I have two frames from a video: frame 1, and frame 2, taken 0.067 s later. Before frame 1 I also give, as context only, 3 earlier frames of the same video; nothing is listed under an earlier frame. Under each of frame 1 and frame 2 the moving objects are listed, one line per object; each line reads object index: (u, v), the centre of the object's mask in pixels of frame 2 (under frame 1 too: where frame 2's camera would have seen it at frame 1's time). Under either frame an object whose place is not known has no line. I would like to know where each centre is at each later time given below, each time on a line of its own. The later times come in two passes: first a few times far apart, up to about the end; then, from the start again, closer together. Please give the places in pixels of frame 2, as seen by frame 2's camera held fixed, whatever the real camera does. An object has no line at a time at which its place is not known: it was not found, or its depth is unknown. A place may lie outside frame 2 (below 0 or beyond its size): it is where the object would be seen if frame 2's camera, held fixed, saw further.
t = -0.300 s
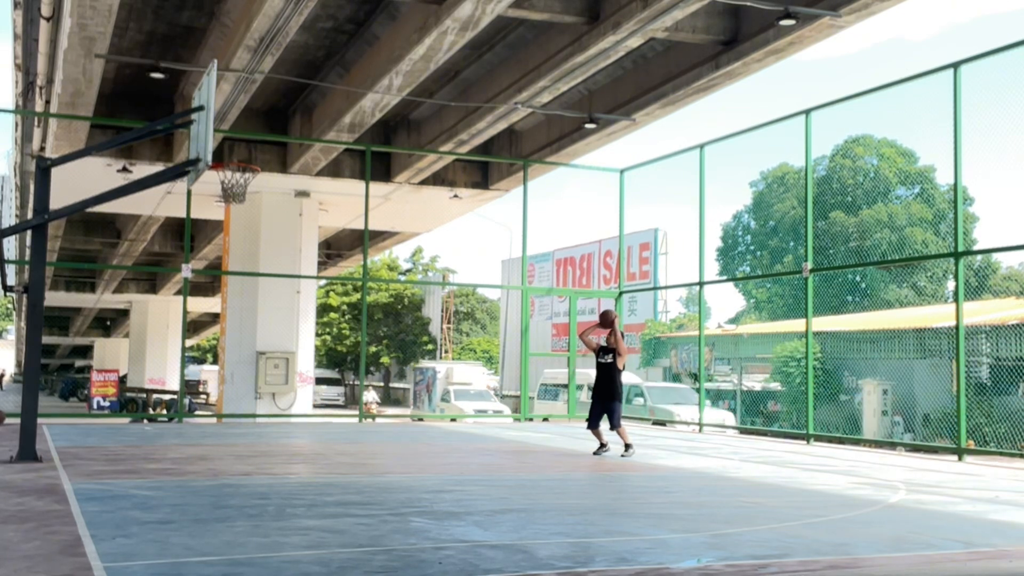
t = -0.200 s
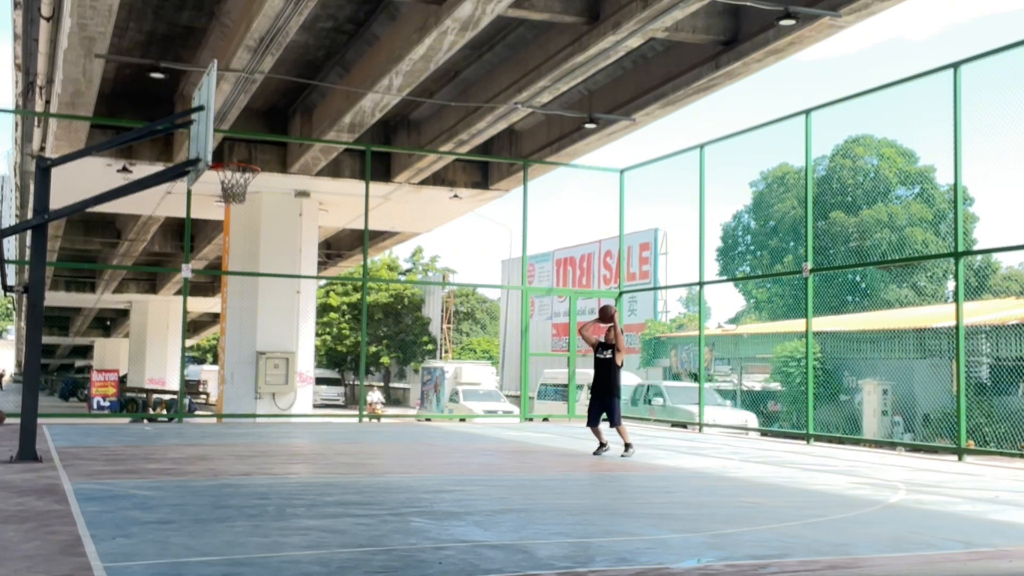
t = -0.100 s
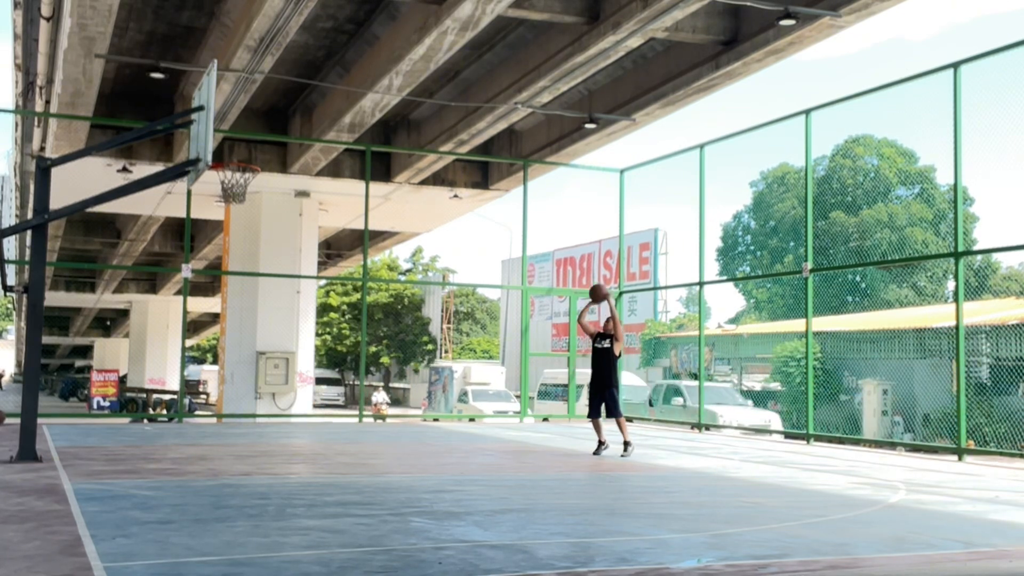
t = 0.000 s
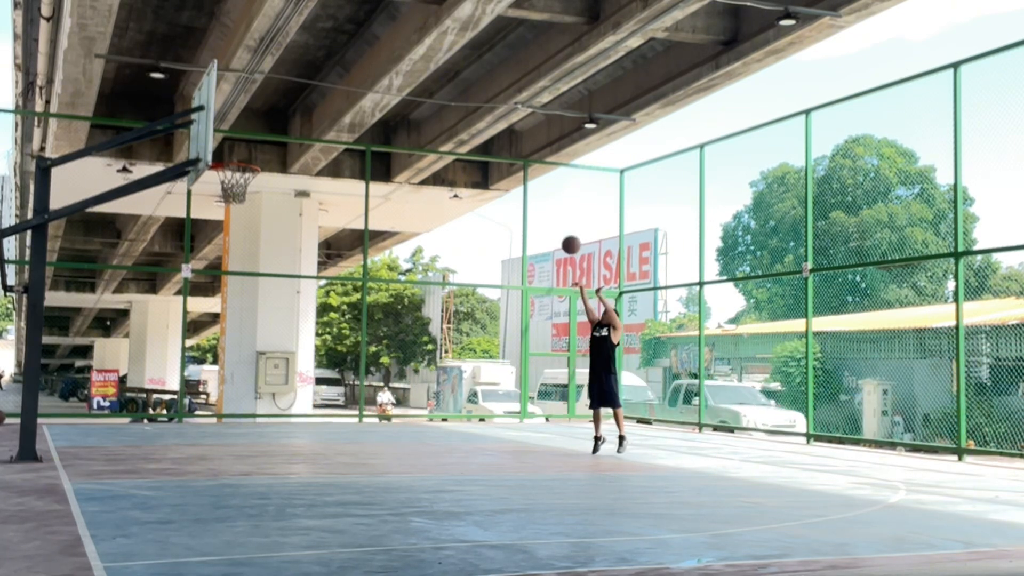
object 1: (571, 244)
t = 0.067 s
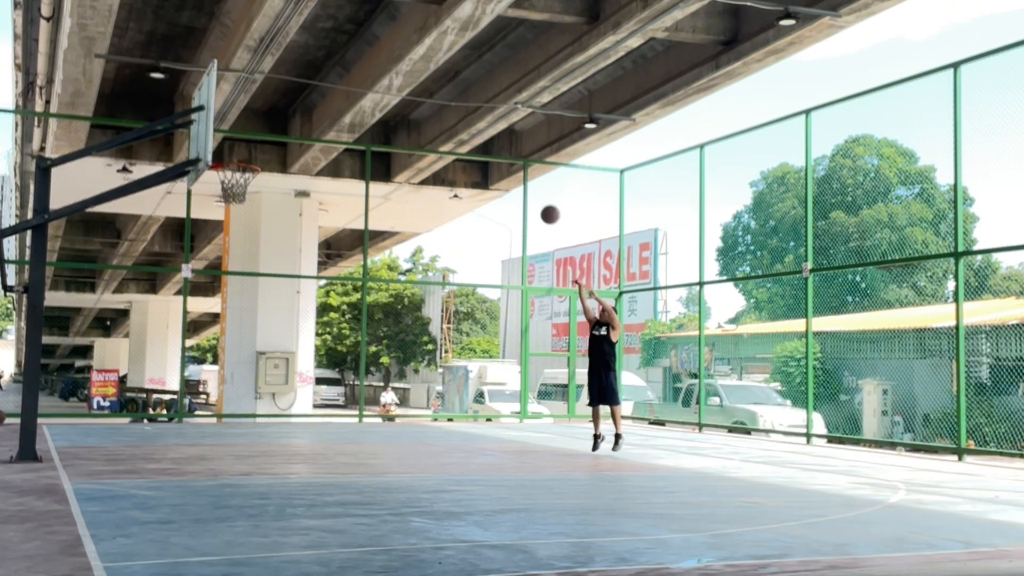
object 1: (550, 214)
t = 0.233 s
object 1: (496, 154)
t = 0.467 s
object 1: (417, 108)
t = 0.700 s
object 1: (332, 105)
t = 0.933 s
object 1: (242, 151)
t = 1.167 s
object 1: (256, 147)
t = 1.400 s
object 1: (281, 159)
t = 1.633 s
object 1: (303, 218)
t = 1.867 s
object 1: (321, 319)
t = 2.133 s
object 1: (341, 411)
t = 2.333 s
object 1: (359, 323)
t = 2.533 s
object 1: (375, 270)
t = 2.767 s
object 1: (392, 251)
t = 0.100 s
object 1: (539, 200)
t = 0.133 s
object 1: (529, 187)
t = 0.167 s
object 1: (517, 175)
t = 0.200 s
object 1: (507, 163)
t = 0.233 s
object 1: (496, 154)
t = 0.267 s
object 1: (485, 145)
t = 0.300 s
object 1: (474, 136)
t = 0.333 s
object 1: (462, 128)
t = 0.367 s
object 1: (451, 122)
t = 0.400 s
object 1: (440, 116)
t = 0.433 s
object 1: (428, 112)
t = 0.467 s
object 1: (417, 108)
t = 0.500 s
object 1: (405, 104)
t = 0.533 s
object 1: (393, 102)
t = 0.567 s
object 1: (381, 101)
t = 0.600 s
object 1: (369, 100)
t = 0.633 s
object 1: (356, 101)
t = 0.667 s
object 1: (344, 102)
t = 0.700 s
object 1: (332, 105)
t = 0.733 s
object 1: (319, 109)
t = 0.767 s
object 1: (308, 115)
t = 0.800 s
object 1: (294, 120)
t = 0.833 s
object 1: (281, 125)
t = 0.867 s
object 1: (269, 133)
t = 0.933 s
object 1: (242, 151)
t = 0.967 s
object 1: (231, 157)
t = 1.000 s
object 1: (233, 158)
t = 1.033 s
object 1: (238, 156)
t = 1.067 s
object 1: (243, 155)
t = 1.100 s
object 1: (248, 152)
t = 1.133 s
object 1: (252, 149)
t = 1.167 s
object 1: (256, 147)
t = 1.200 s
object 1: (259, 147)
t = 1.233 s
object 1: (263, 147)
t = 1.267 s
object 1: (267, 147)
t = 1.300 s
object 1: (271, 149)
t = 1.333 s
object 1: (275, 152)
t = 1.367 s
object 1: (278, 155)
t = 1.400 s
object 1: (281, 159)
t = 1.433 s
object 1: (285, 165)
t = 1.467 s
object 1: (287, 172)
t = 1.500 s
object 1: (291, 180)
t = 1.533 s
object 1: (294, 188)
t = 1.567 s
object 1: (297, 197)
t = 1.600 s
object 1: (300, 207)
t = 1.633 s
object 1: (303, 218)
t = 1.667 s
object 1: (306, 230)
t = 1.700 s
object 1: (309, 243)
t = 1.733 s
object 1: (311, 256)
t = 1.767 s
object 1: (314, 271)
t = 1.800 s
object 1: (317, 286)
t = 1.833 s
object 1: (319, 303)
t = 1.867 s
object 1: (321, 319)
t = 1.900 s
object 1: (324, 336)
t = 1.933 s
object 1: (326, 355)
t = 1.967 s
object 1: (329, 374)
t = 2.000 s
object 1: (331, 394)
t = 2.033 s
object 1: (333, 415)
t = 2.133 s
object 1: (341, 411)
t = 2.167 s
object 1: (345, 393)
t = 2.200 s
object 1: (348, 377)
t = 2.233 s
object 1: (350, 363)
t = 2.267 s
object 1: (352, 348)
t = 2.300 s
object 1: (357, 335)
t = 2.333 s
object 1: (359, 323)
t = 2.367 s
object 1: (362, 312)
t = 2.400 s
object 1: (365, 301)
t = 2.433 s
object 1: (367, 292)
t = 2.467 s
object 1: (370, 283)
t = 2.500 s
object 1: (372, 277)
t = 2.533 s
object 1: (375, 270)
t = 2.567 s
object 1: (378, 265)
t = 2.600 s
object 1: (380, 260)
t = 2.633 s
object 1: (382, 256)
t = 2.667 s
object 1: (385, 254)
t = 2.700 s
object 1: (387, 252)
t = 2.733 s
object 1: (390, 251)
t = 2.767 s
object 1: (392, 251)
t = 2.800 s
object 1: (394, 252)
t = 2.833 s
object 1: (397, 254)
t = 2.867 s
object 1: (399, 257)
